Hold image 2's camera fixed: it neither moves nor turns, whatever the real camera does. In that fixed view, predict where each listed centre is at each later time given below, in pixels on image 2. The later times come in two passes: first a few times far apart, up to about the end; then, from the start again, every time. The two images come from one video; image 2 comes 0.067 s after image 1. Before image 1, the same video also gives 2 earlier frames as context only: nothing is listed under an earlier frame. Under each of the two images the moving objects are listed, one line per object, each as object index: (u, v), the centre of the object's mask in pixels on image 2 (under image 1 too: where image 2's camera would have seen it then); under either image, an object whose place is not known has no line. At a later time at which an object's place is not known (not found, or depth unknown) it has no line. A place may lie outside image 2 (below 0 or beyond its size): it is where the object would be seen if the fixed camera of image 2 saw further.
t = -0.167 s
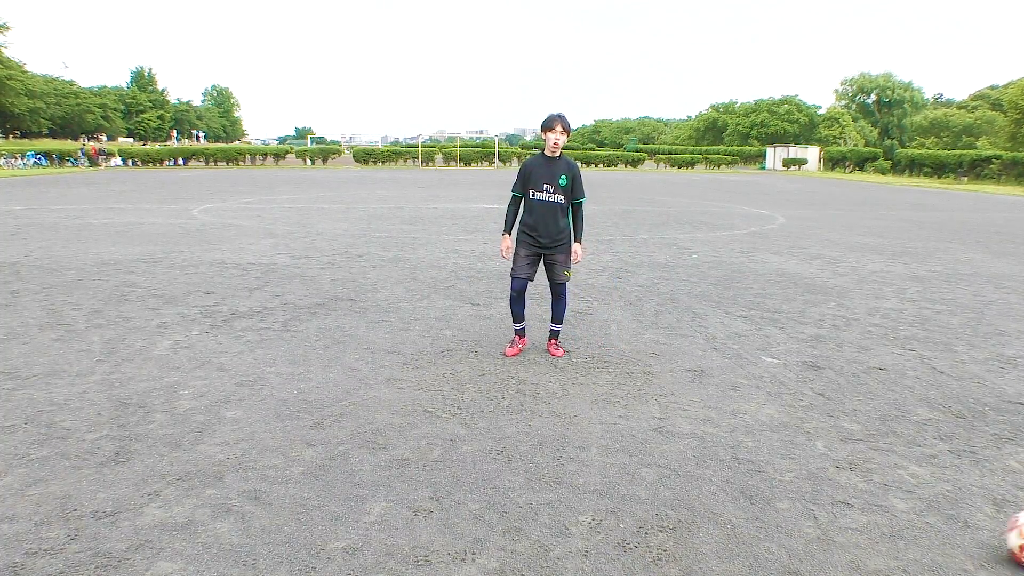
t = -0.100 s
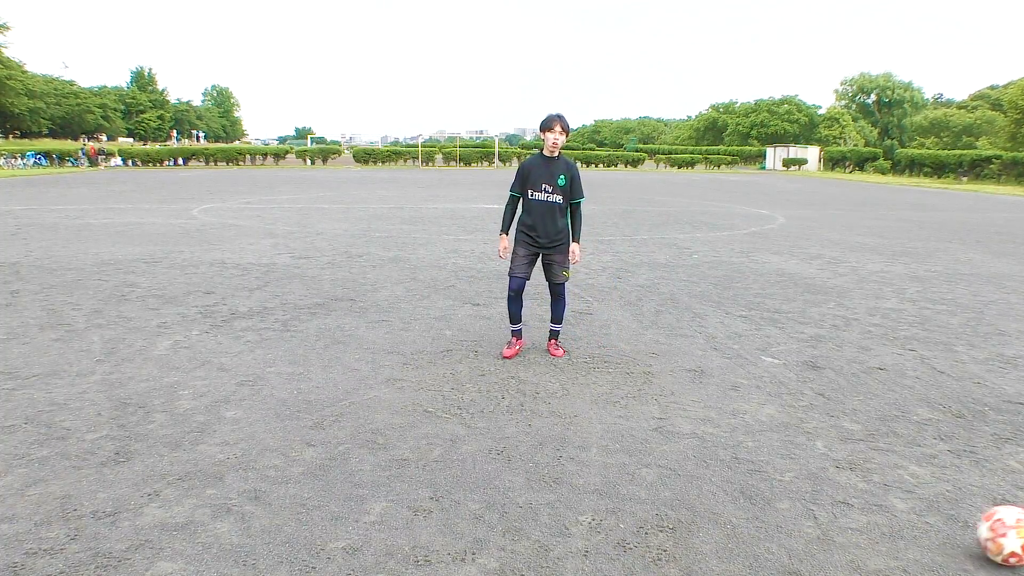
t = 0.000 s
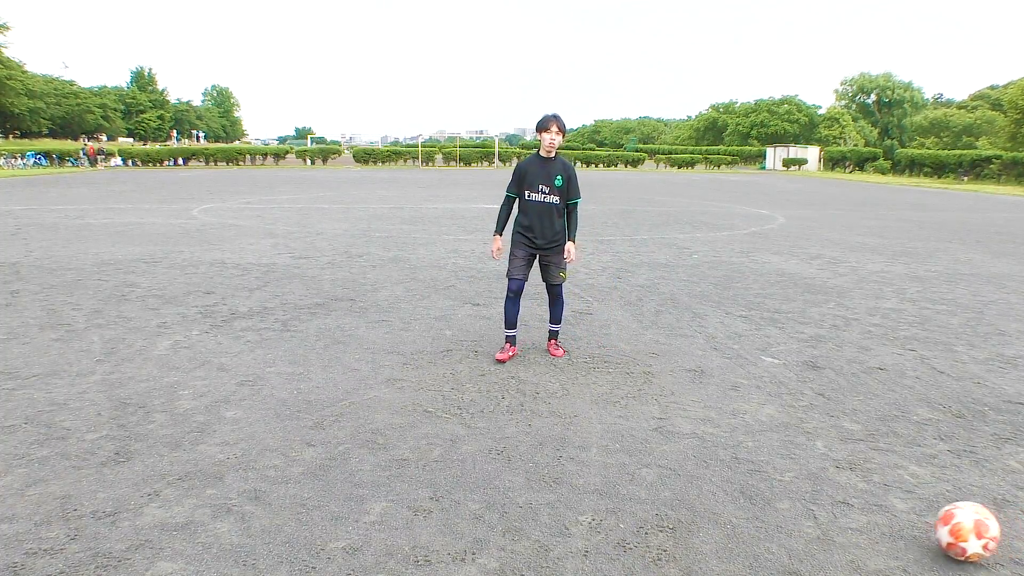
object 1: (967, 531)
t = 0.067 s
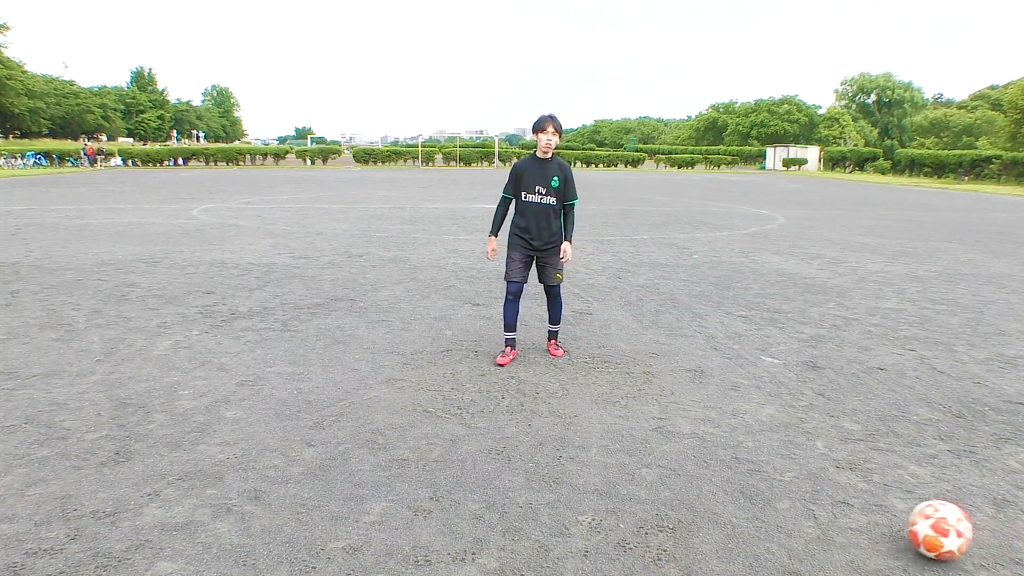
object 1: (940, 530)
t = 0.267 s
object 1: (860, 523)
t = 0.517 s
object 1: (764, 517)
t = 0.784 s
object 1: (667, 511)
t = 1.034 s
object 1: (583, 505)
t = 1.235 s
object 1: (522, 500)
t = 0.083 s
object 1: (933, 529)
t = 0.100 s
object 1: (926, 528)
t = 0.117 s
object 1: (920, 528)
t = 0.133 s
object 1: (913, 527)
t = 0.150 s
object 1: (906, 526)
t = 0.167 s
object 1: (900, 526)
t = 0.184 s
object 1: (893, 525)
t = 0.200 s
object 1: (886, 526)
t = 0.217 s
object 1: (880, 525)
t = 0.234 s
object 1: (873, 524)
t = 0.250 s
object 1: (867, 523)
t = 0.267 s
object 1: (860, 523)
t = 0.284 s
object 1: (854, 522)
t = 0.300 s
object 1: (847, 522)
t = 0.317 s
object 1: (841, 521)
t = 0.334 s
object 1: (834, 521)
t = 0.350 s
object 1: (828, 521)
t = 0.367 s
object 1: (821, 520)
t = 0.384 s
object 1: (815, 520)
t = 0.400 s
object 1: (808, 520)
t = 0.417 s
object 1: (802, 519)
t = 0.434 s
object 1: (796, 519)
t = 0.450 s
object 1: (789, 518)
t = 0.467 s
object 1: (783, 518)
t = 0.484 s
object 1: (777, 517)
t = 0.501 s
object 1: (771, 517)
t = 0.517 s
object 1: (764, 517)
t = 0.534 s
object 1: (758, 517)
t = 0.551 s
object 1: (752, 516)
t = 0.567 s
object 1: (746, 515)
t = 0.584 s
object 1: (739, 514)
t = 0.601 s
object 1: (734, 515)
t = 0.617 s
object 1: (728, 515)
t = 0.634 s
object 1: (721, 515)
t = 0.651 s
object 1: (715, 514)
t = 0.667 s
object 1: (709, 513)
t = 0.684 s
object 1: (703, 513)
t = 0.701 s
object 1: (697, 513)
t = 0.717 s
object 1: (691, 512)
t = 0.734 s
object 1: (685, 511)
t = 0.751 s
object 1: (679, 511)
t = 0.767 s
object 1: (674, 511)
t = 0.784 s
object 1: (667, 511)
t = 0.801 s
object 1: (661, 509)
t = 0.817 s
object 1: (656, 509)
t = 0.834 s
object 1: (650, 509)
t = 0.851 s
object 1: (644, 509)
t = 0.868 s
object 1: (639, 507)
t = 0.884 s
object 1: (633, 508)
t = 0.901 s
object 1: (627, 508)
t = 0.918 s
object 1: (622, 507)
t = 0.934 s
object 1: (616, 507)
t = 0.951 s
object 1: (610, 507)
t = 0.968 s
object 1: (605, 506)
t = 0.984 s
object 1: (599, 506)
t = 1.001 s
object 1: (594, 506)
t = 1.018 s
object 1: (588, 505)
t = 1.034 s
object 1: (583, 505)
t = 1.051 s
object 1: (578, 505)
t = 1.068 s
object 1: (573, 504)
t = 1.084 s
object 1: (567, 503)
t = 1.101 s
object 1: (562, 502)
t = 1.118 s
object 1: (557, 502)
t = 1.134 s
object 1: (552, 502)
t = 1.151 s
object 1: (547, 502)
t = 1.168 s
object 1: (542, 501)
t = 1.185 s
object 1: (537, 501)
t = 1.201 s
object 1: (532, 500)
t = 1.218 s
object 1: (527, 501)
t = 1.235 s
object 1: (522, 500)
